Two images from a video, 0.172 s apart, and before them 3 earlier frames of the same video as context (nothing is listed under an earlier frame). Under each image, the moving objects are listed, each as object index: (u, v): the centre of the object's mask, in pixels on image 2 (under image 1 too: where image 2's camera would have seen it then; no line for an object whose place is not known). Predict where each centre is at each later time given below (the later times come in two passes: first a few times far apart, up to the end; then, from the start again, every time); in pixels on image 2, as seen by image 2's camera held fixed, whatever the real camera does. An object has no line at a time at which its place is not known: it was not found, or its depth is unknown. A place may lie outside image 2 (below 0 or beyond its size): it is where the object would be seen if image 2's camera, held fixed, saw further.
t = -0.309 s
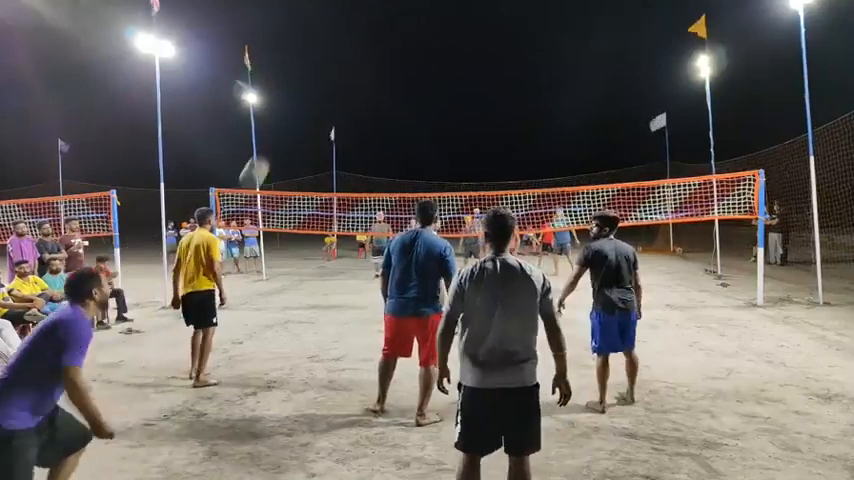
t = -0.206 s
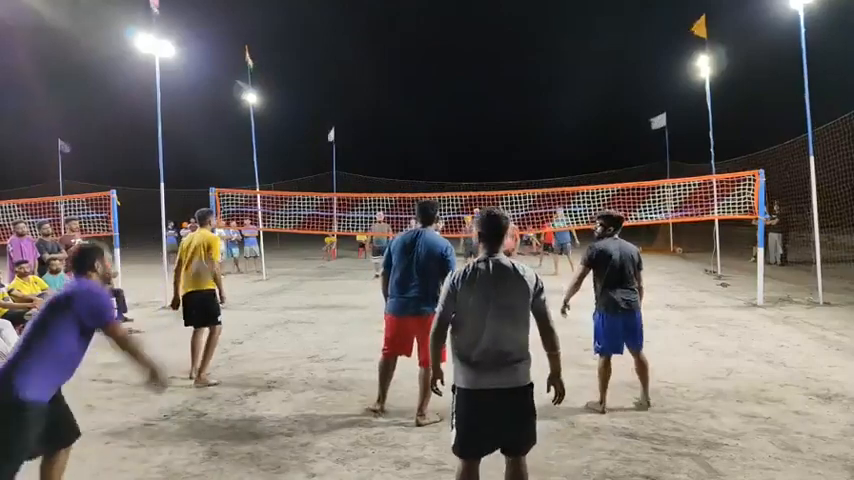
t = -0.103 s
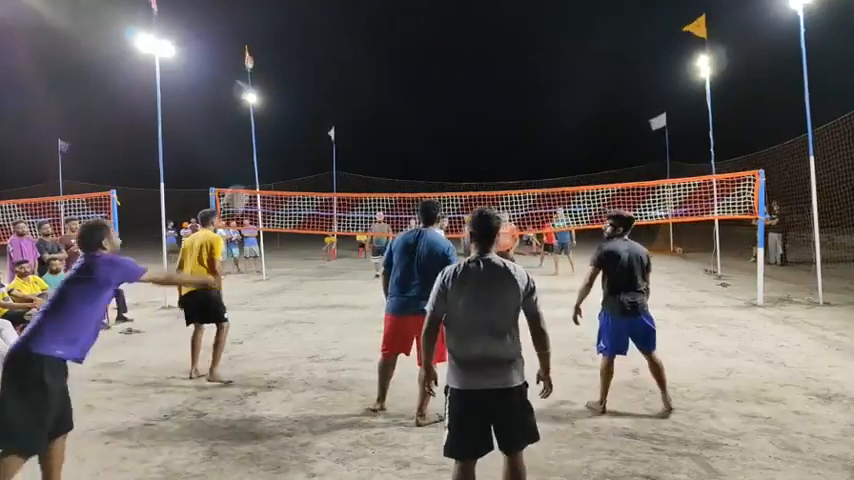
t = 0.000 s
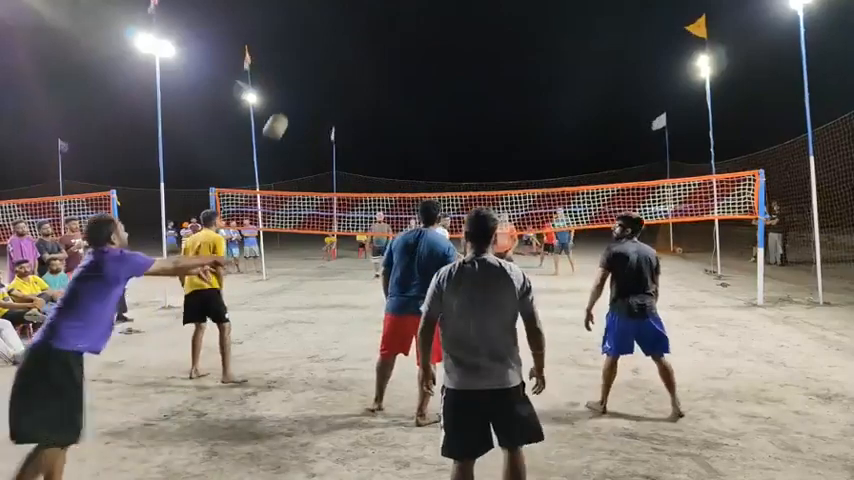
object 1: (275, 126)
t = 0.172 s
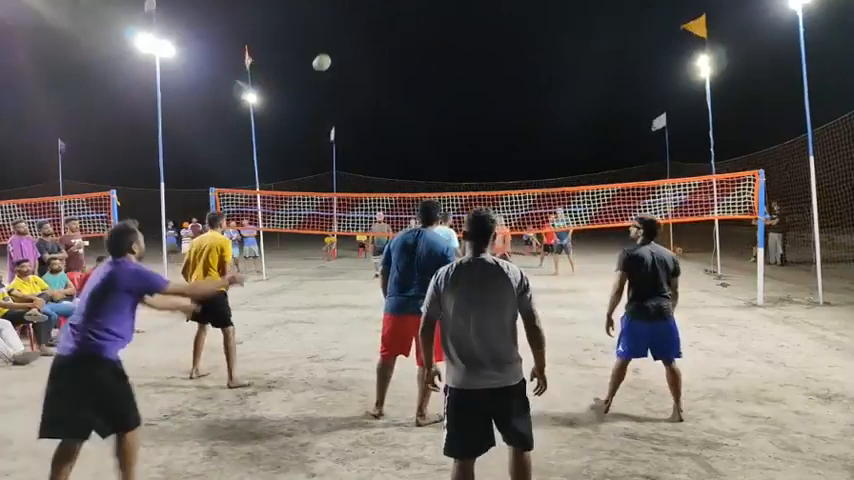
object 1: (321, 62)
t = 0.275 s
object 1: (341, 47)
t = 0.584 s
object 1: (379, 51)
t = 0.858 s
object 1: (399, 89)
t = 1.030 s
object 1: (408, 121)
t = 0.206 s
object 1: (328, 56)
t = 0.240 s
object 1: (335, 51)
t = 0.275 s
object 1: (341, 47)
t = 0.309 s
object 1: (346, 43)
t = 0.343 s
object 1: (351, 42)
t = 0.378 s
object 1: (356, 41)
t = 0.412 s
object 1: (360, 41)
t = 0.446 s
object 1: (365, 42)
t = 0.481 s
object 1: (368, 43)
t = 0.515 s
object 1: (372, 45)
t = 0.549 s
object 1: (375, 48)
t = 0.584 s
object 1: (379, 51)
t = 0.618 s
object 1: (382, 54)
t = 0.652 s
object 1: (384, 58)
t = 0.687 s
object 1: (387, 63)
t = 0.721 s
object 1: (390, 67)
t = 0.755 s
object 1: (392, 73)
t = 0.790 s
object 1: (395, 78)
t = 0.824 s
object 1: (397, 83)
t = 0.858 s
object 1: (399, 89)
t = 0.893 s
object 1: (401, 95)
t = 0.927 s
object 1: (403, 101)
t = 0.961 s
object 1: (405, 107)
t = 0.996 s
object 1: (406, 114)
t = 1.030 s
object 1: (408, 121)
